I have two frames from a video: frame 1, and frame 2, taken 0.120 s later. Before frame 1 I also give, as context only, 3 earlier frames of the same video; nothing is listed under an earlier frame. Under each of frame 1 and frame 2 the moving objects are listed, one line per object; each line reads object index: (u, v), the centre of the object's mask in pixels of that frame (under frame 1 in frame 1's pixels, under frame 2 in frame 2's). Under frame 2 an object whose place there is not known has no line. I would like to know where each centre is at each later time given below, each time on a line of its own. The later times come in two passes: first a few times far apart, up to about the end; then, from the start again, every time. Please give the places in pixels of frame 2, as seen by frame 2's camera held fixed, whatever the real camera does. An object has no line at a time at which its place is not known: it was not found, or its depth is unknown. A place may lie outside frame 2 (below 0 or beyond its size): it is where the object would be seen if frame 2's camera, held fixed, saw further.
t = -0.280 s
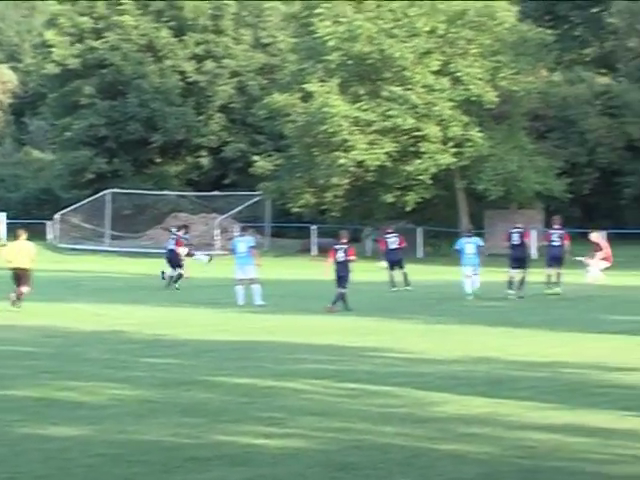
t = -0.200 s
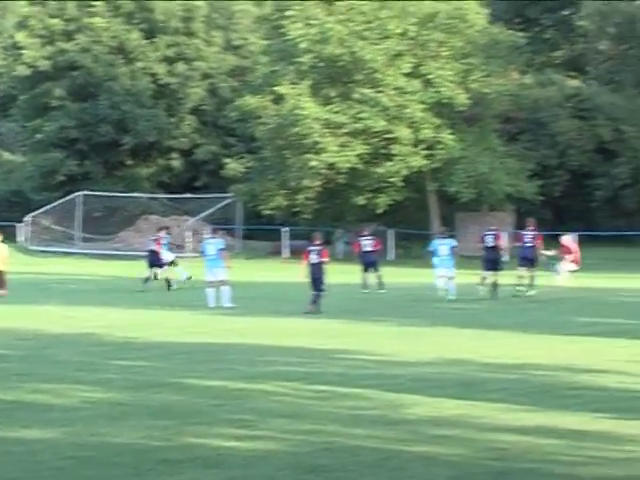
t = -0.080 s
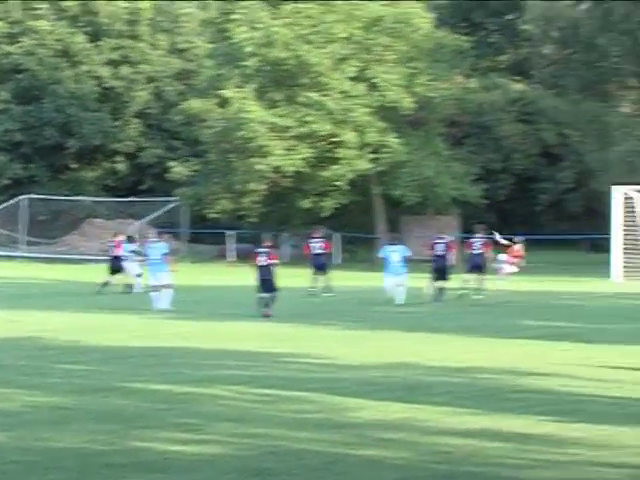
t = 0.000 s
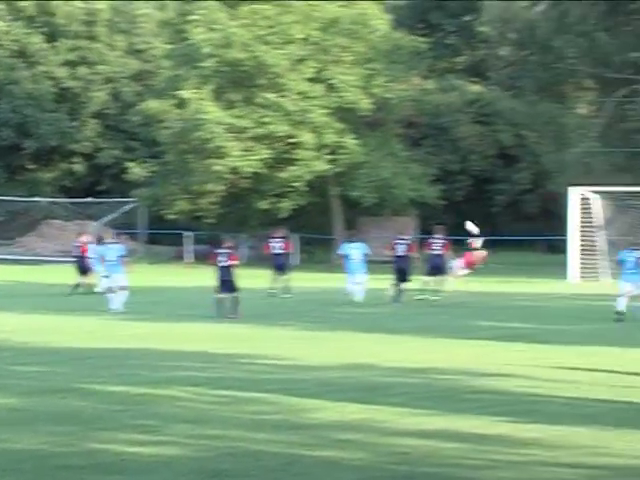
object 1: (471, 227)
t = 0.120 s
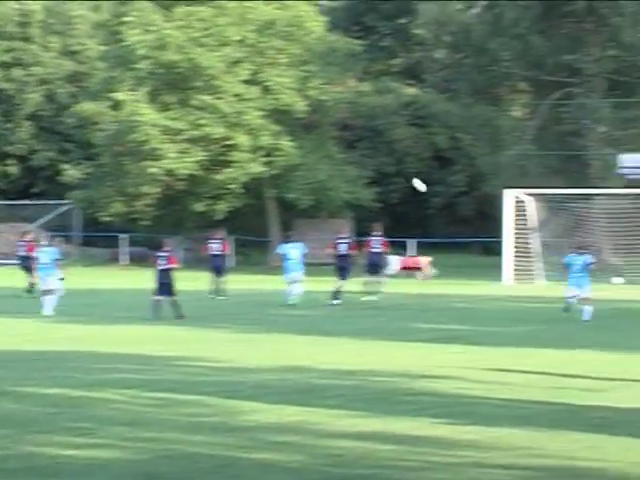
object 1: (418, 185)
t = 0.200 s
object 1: (426, 158)
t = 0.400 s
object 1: (447, 101)
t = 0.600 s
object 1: (469, 62)
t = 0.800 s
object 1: (492, 39)
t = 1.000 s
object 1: (515, 32)
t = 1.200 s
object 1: (539, 41)
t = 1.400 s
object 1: (563, 66)
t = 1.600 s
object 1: (588, 107)
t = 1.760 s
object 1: (608, 153)
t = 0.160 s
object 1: (422, 171)
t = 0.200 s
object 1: (426, 158)
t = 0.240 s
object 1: (430, 145)
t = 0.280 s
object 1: (434, 134)
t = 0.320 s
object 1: (438, 122)
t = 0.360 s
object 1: (443, 112)
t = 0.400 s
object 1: (447, 101)
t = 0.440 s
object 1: (451, 92)
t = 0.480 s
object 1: (456, 84)
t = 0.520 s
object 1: (460, 76)
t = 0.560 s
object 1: (464, 69)
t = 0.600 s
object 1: (469, 62)
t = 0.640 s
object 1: (473, 56)
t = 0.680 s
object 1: (478, 51)
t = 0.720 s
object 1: (483, 46)
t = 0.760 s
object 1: (487, 42)
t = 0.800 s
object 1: (492, 39)
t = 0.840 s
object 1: (497, 36)
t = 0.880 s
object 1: (501, 34)
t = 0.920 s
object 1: (506, 33)
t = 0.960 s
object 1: (510, 32)
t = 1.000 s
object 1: (515, 32)
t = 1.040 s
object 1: (520, 32)
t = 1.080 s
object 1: (525, 34)
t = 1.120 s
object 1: (530, 35)
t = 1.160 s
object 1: (535, 37)
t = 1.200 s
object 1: (539, 41)
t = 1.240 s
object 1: (544, 45)
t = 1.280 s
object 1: (549, 49)
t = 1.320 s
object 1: (554, 54)
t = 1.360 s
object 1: (558, 60)
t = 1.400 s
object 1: (563, 66)
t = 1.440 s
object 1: (568, 73)
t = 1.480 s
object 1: (573, 81)
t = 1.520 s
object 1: (578, 89)
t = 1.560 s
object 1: (583, 98)
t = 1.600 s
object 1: (588, 107)
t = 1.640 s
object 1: (593, 118)
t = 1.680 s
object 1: (598, 129)
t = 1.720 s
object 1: (603, 141)
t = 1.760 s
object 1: (608, 153)
